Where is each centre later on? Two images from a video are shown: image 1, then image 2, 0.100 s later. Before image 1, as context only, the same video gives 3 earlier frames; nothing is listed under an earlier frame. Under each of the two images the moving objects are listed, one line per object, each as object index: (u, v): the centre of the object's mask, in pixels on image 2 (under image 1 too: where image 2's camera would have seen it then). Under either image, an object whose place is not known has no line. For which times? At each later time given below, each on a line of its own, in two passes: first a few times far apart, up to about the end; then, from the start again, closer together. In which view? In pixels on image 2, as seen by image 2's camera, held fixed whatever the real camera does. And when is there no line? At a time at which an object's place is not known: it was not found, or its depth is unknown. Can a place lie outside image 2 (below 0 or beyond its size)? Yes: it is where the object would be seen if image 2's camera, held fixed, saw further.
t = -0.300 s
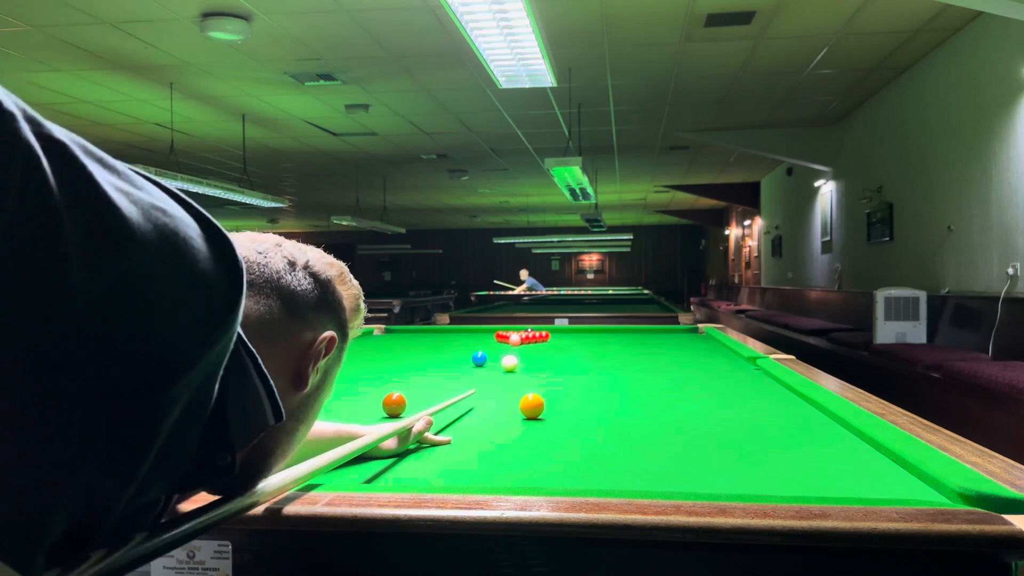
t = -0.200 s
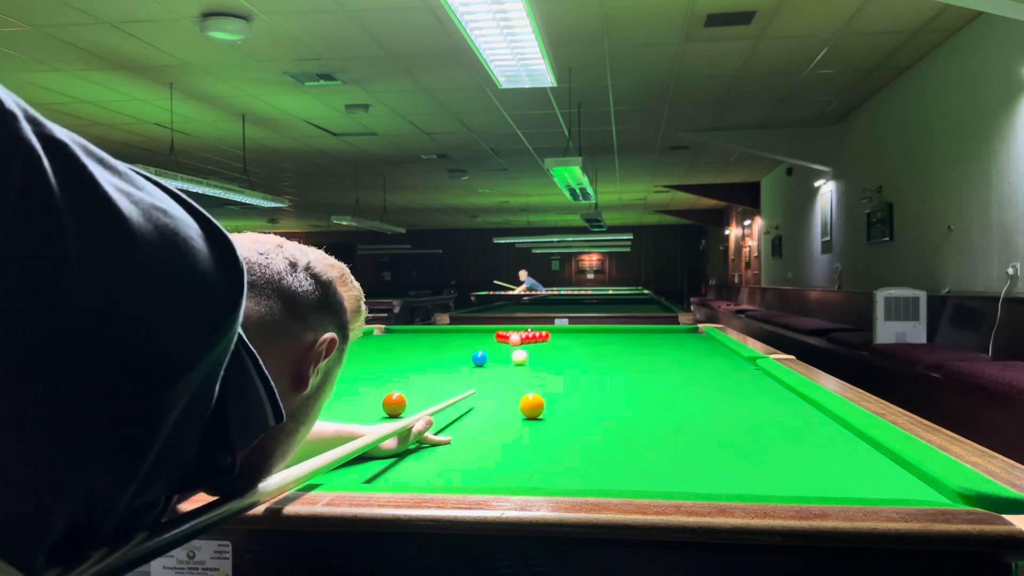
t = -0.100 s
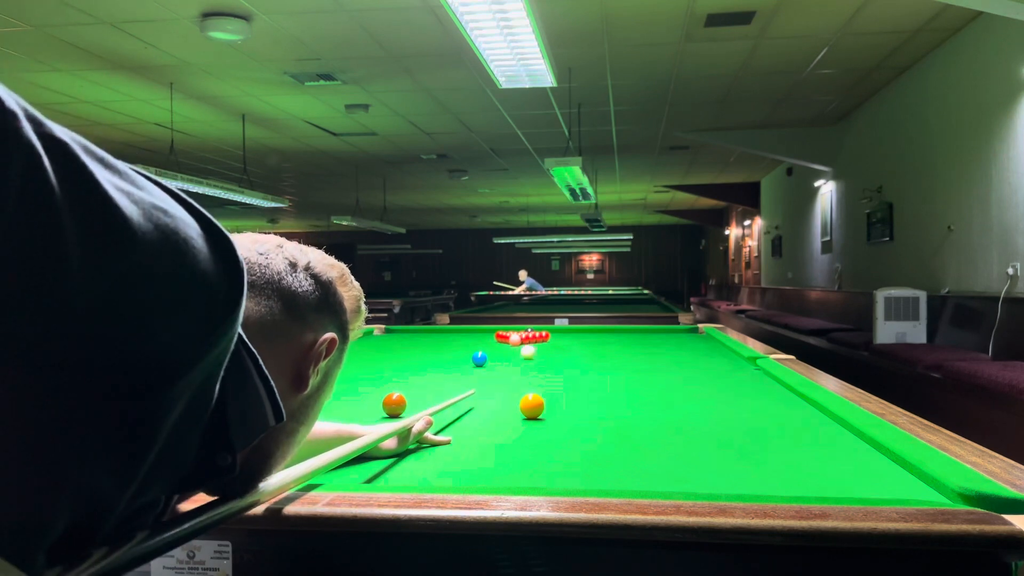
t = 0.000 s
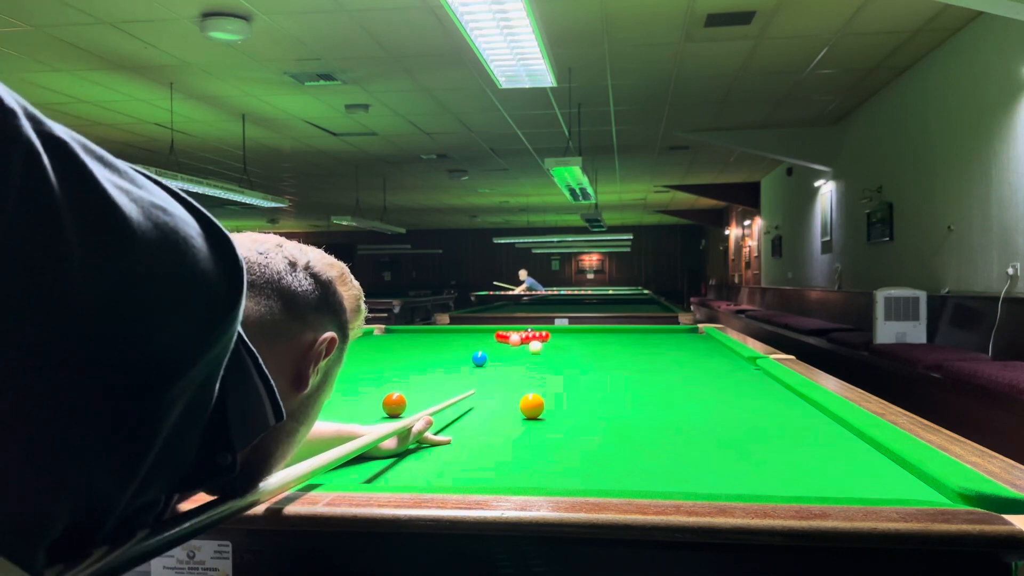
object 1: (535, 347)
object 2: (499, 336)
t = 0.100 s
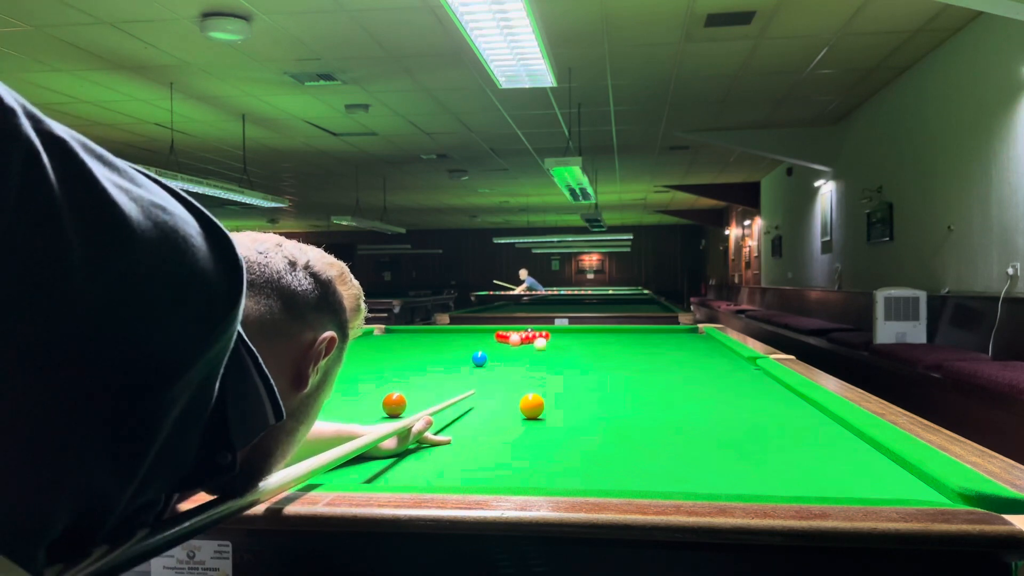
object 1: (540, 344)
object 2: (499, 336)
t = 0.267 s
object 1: (550, 338)
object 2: (499, 336)
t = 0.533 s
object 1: (599, 333)
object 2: (479, 336)
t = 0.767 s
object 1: (636, 329)
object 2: (460, 336)
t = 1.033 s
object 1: (697, 331)
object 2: (440, 336)
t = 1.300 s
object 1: (663, 334)
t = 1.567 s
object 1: (624, 337)
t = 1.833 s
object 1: (582, 341)
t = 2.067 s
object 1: (543, 344)
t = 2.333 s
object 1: (494, 348)
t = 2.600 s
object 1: (441, 353)
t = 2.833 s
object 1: (391, 357)
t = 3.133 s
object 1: (319, 364)
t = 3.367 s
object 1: (258, 370)
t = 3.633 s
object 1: (180, 377)
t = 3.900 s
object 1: (120, 385)
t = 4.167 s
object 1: (116, 391)
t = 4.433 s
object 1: (111, 398)
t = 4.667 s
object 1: (107, 404)
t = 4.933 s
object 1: (102, 411)
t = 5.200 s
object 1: (97, 419)
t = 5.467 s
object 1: (92, 428)
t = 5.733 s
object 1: (88, 437)
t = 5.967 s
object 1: (84, 445)
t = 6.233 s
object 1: (80, 454)
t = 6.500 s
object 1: (77, 463)
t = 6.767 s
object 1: (75, 468)
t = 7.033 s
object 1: (73, 472)
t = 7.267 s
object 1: (92, 472)
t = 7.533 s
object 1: (114, 470)
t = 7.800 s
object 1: (130, 469)
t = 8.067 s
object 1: (142, 468)
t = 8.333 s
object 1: (149, 467)
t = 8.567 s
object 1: (151, 467)
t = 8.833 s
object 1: (150, 467)
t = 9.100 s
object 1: (150, 467)
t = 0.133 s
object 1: (542, 342)
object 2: (499, 336)
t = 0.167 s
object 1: (544, 341)
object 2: (499, 336)
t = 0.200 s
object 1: (546, 340)
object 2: (499, 336)
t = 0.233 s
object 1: (548, 339)
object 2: (499, 336)
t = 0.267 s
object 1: (550, 338)
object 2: (499, 336)
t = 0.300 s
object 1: (551, 337)
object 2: (499, 336)
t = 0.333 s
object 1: (558, 336)
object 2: (496, 336)
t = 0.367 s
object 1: (566, 335)
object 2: (493, 336)
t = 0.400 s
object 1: (574, 334)
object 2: (490, 336)
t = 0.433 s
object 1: (580, 334)
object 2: (488, 336)
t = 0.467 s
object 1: (587, 334)
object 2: (485, 336)
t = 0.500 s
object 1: (593, 333)
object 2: (482, 336)
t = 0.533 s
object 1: (599, 333)
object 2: (479, 336)
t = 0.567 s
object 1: (604, 332)
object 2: (476, 336)
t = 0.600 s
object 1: (610, 331)
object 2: (473, 336)
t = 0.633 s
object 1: (615, 331)
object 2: (471, 336)
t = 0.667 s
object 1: (621, 330)
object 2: (468, 336)
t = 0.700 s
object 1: (626, 330)
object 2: (465, 336)
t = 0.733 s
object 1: (631, 329)
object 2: (463, 336)
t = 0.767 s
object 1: (636, 329)
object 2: (460, 336)
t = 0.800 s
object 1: (643, 328)
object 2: (457, 336)
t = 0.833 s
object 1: (650, 329)
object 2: (455, 336)
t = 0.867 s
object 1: (658, 330)
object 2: (452, 336)
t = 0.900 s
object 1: (666, 330)
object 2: (450, 336)
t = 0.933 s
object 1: (674, 330)
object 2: (447, 336)
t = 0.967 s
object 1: (682, 330)
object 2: (445, 336)
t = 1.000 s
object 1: (690, 331)
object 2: (442, 336)
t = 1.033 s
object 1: (697, 331)
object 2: (440, 336)
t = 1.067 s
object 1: (698, 331)
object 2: (437, 336)
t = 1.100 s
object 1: (692, 332)
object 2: (435, 336)
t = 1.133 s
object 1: (687, 333)
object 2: (433, 336)
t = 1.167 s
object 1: (681, 333)
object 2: (430, 336)
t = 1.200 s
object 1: (677, 333)
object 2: (428, 336)
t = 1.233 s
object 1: (672, 333)
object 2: (426, 336)
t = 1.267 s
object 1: (668, 334)
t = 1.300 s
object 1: (663, 334)
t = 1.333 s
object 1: (658, 335)
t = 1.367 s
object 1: (653, 335)
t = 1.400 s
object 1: (648, 335)
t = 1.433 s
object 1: (644, 335)
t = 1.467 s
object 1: (639, 336)
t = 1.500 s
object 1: (634, 336)
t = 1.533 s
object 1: (629, 337)
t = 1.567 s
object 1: (624, 337)
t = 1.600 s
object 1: (619, 338)
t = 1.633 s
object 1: (613, 338)
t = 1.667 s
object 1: (608, 339)
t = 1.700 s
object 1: (603, 339)
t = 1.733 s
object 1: (598, 339)
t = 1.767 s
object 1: (593, 340)
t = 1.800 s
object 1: (587, 340)
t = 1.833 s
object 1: (582, 341)
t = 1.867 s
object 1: (576, 341)
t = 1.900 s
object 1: (571, 342)
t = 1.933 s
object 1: (565, 342)
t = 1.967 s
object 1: (560, 342)
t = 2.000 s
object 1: (554, 343)
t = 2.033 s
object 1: (548, 344)
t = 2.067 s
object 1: (543, 344)
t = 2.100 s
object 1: (537, 345)
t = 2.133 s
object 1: (531, 345)
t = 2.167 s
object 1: (524, 346)
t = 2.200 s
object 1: (518, 347)
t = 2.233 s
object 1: (512, 347)
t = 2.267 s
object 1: (506, 348)
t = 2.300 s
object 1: (500, 348)
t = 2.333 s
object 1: (494, 348)
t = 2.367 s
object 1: (488, 349)
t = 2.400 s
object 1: (481, 347)
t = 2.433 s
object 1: (473, 350)
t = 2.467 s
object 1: (468, 351)
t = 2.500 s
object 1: (461, 351)
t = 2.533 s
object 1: (455, 352)
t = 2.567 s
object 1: (448, 353)
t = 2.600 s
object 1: (441, 353)
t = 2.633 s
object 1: (435, 354)
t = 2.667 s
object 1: (427, 355)
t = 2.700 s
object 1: (420, 355)
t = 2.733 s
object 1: (413, 356)
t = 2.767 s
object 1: (406, 356)
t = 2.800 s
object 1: (399, 357)
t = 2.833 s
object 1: (391, 357)
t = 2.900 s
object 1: (376, 359)
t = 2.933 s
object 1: (368, 360)
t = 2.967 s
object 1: (360, 360)
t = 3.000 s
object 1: (353, 361)
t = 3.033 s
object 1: (344, 362)
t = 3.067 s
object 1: (336, 363)
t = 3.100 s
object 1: (328, 363)
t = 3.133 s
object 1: (319, 364)
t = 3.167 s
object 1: (311, 365)
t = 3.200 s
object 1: (303, 366)
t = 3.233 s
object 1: (294, 367)
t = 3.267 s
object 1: (285, 367)
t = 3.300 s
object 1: (276, 369)
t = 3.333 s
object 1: (267, 369)
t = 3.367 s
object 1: (258, 370)
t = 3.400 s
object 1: (248, 371)
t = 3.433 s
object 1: (239, 372)
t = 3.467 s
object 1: (229, 373)
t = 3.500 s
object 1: (220, 374)
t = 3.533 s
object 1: (210, 375)
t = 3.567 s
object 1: (200, 375)
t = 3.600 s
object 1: (190, 376)
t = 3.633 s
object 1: (180, 377)
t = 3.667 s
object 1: (170, 378)
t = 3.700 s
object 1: (159, 379)
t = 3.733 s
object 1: (149, 380)
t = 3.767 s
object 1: (138, 381)
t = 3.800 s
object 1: (128, 382)
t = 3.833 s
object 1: (118, 383)
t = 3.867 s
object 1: (119, 384)
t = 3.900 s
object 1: (120, 385)
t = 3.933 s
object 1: (119, 385)
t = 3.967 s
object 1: (119, 386)
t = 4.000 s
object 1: (118, 387)
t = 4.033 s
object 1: (118, 388)
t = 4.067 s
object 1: (117, 388)
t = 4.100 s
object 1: (117, 389)
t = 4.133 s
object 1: (116, 390)
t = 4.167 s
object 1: (116, 391)
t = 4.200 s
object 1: (115, 392)
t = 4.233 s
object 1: (114, 393)
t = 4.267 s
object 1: (114, 393)
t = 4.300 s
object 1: (113, 394)
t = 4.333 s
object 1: (113, 395)
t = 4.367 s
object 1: (112, 396)
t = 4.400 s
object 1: (112, 397)
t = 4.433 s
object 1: (111, 398)
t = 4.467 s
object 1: (111, 399)
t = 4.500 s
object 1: (110, 399)
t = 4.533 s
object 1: (109, 400)
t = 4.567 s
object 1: (109, 401)
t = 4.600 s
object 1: (108, 402)
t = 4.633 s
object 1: (108, 403)
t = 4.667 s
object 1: (107, 404)
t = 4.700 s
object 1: (107, 405)
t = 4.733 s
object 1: (106, 405)
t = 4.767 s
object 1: (105, 406)
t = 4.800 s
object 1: (105, 407)
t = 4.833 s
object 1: (104, 408)
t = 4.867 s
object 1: (103, 409)
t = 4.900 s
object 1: (103, 410)
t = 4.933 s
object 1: (102, 411)
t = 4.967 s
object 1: (101, 412)
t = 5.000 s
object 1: (101, 413)
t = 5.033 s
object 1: (100, 414)
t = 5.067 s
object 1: (99, 415)
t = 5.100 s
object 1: (99, 416)
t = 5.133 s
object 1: (98, 417)
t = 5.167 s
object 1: (98, 418)
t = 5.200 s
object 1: (97, 419)
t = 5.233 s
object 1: (96, 420)
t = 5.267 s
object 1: (96, 421)
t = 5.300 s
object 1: (95, 422)
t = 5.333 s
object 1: (94, 423)
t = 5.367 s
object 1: (94, 425)
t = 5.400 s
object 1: (93, 426)
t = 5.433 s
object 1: (93, 427)
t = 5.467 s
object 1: (92, 428)
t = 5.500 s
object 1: (91, 429)
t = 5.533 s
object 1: (91, 430)
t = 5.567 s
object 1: (90, 431)
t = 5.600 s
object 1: (90, 432)
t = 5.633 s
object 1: (89, 433)
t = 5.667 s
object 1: (89, 434)
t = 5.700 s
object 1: (88, 436)
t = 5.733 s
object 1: (88, 437)
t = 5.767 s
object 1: (87, 438)
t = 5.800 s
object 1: (86, 439)
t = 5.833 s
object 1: (86, 440)
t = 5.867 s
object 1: (85, 441)
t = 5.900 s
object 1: (85, 442)
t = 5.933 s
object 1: (84, 444)
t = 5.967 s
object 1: (84, 445)
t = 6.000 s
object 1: (83, 446)
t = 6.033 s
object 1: (83, 447)
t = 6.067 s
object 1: (83, 448)
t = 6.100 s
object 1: (82, 449)
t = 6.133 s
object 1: (82, 451)
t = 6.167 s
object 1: (81, 452)
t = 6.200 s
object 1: (81, 453)
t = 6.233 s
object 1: (80, 454)
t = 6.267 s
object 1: (80, 455)
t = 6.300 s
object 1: (80, 456)
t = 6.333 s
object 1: (79, 458)
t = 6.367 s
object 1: (79, 459)
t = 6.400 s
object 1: (78, 460)
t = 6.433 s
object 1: (78, 461)
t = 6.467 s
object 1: (78, 462)
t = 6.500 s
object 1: (77, 463)
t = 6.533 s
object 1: (77, 463)
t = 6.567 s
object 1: (76, 464)
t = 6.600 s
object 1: (76, 465)
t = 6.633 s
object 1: (76, 465)
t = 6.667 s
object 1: (75, 466)
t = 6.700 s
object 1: (75, 466)
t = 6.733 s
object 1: (75, 467)
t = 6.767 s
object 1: (75, 468)
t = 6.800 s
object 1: (75, 468)
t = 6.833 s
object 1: (74, 469)
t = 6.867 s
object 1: (74, 469)
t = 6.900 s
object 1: (74, 470)
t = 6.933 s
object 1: (74, 471)
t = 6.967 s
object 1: (73, 471)
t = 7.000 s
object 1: (73, 472)
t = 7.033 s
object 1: (73, 472)
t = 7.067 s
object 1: (73, 473)
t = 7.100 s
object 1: (75, 473)
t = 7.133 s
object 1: (78, 473)
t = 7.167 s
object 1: (82, 472)
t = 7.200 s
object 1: (85, 472)
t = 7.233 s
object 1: (89, 472)
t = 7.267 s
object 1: (92, 472)
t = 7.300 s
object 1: (95, 471)
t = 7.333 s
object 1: (98, 471)
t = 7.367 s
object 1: (101, 471)
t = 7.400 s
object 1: (103, 471)
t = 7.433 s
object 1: (106, 471)
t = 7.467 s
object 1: (109, 470)
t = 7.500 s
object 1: (111, 470)
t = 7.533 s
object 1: (114, 470)
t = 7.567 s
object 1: (117, 470)
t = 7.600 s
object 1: (118, 470)
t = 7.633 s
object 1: (121, 469)
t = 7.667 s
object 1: (123, 469)
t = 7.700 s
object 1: (125, 469)
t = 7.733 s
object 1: (126, 469)
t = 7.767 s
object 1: (128, 469)
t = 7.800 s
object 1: (130, 469)
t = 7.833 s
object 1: (132, 468)
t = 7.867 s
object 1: (133, 468)
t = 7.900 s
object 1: (135, 468)
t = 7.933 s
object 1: (136, 468)
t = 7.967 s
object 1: (138, 468)
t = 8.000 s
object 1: (139, 468)
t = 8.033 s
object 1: (140, 468)
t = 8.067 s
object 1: (142, 468)
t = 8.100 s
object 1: (143, 467)
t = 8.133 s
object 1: (144, 467)
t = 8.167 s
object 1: (145, 467)
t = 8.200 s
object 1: (146, 467)
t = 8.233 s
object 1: (147, 467)
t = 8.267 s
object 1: (148, 467)
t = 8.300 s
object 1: (149, 467)
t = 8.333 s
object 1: (149, 467)
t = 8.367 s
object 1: (150, 467)
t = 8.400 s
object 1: (150, 467)
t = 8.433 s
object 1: (151, 467)
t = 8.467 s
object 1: (151, 467)
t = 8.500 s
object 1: (151, 467)
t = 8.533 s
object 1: (151, 467)
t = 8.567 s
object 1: (151, 467)
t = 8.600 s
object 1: (151, 467)
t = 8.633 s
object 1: (151, 467)
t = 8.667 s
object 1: (151, 467)
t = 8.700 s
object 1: (151, 467)
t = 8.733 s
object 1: (151, 467)
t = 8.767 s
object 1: (150, 467)
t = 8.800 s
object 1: (150, 467)
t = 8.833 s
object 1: (150, 467)
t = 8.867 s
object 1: (150, 467)
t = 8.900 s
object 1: (150, 467)
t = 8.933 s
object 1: (150, 467)
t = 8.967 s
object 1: (150, 467)
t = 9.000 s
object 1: (150, 467)
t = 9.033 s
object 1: (150, 467)
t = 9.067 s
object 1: (150, 467)
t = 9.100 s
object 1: (150, 467)
